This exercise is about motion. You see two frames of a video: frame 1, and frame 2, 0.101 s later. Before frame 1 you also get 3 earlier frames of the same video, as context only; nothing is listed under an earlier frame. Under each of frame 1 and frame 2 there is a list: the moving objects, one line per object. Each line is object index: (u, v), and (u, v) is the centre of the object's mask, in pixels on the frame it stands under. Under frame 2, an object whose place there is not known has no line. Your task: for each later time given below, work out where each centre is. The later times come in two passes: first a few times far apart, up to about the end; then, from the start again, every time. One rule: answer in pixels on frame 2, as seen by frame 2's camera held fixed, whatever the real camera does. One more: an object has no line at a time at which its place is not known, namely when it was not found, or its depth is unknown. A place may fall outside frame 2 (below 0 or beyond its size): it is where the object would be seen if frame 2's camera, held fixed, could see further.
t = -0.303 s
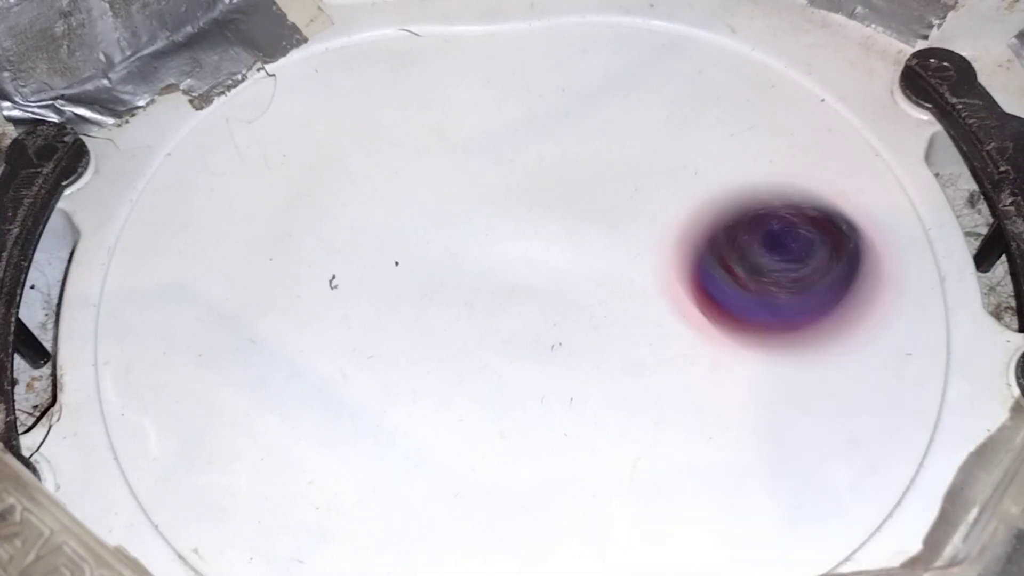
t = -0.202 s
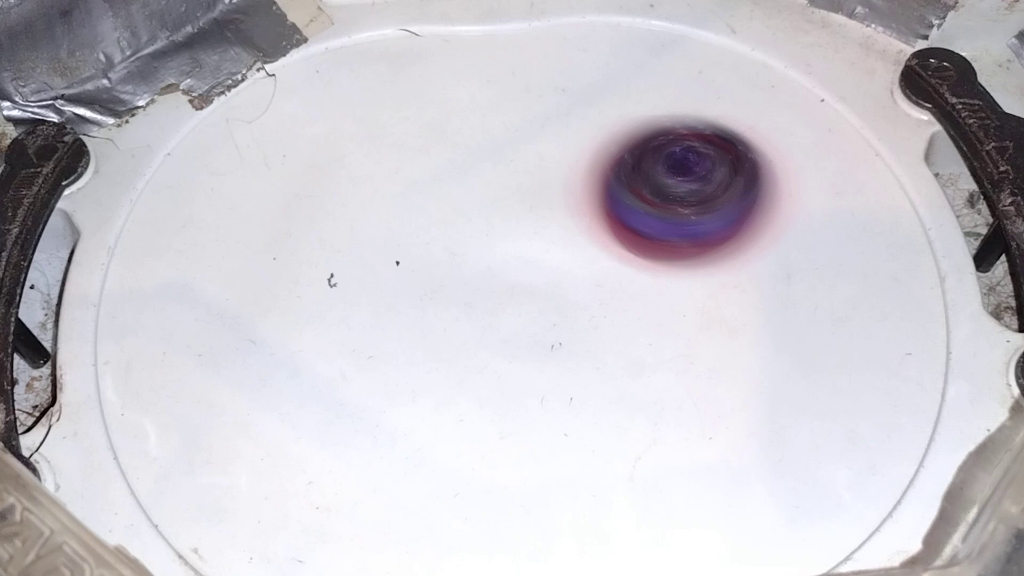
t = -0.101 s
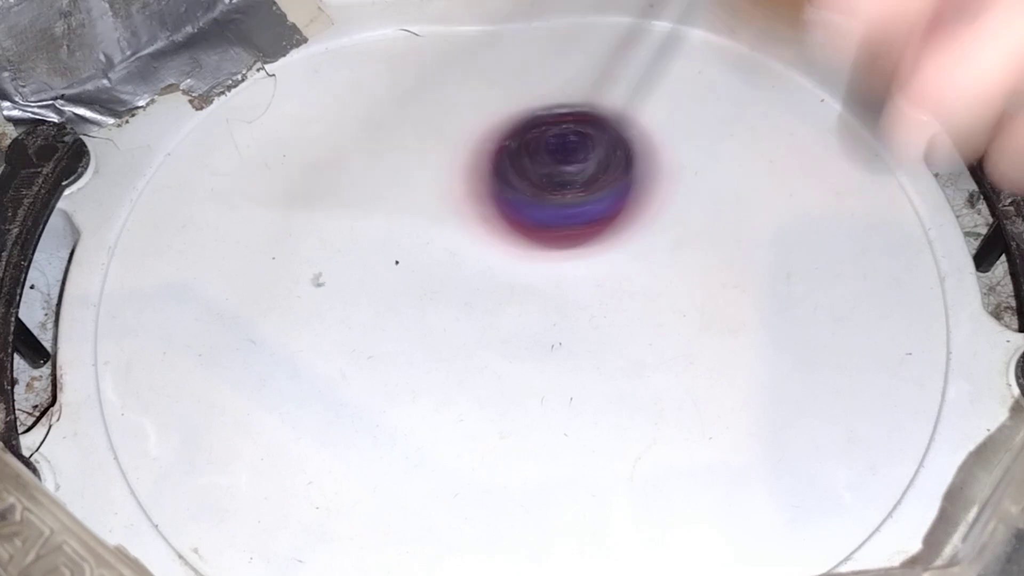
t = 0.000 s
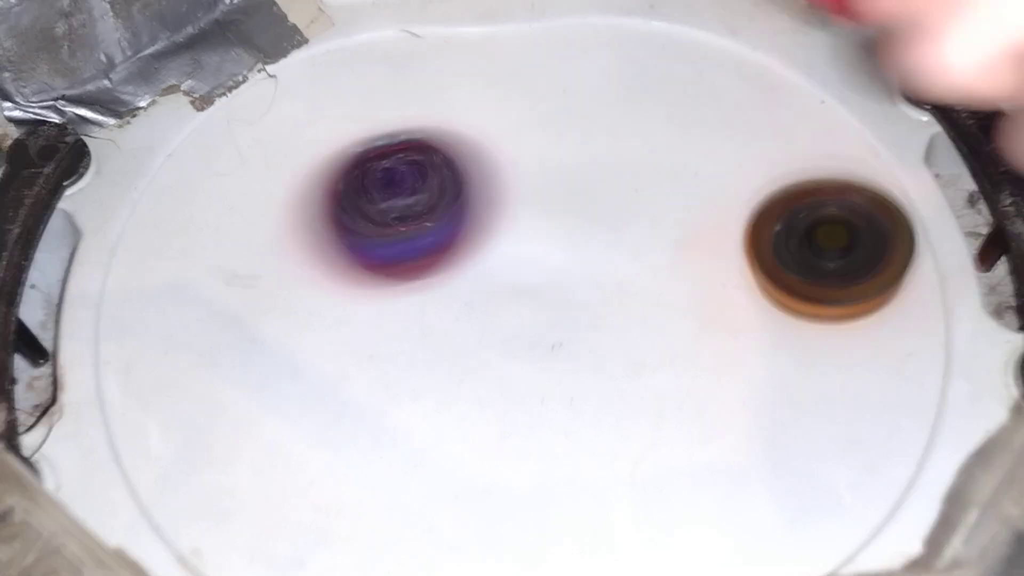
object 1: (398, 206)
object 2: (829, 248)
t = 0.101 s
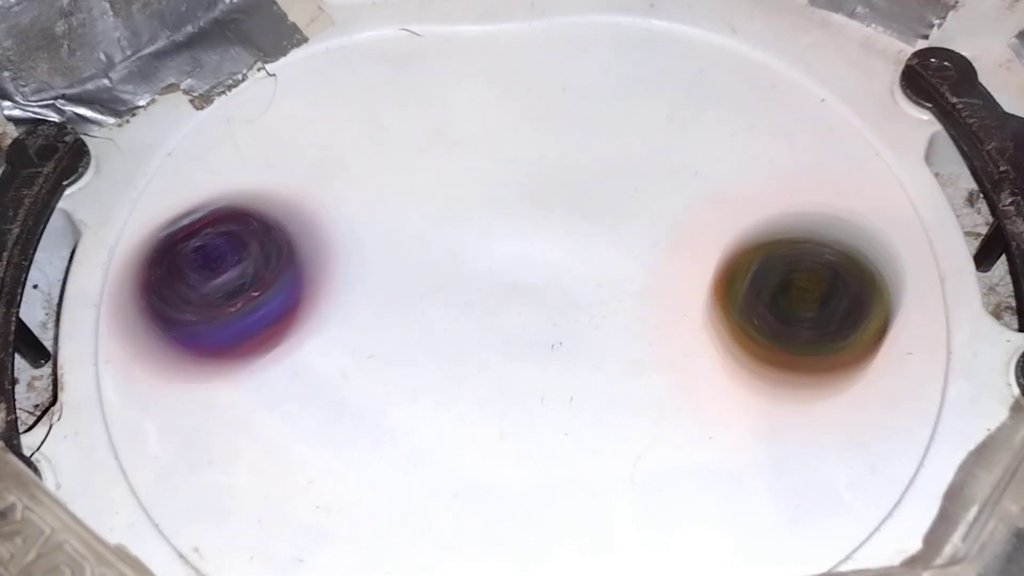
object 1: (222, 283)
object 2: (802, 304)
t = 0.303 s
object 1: (286, 480)
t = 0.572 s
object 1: (513, 323)
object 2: (768, 384)
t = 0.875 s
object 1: (312, 98)
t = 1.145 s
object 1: (122, 271)
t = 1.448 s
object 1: (343, 412)
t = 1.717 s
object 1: (551, 323)
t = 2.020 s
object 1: (608, 109)
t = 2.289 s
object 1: (549, 138)
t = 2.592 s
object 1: (550, 155)
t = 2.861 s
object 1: (607, 143)
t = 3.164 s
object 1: (592, 147)
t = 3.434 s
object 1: (611, 166)
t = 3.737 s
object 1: (598, 177)
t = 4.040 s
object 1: (587, 247)
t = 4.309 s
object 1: (572, 264)
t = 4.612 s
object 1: (568, 268)
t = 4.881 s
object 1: (549, 277)
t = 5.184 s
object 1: (542, 271)
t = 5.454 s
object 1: (557, 249)
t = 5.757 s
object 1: (554, 255)
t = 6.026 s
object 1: (563, 280)
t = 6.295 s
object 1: (557, 283)
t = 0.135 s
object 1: (175, 318)
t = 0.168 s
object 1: (129, 363)
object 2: (766, 372)
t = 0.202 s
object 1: (111, 410)
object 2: (751, 403)
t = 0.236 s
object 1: (176, 435)
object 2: (737, 436)
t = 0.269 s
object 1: (232, 458)
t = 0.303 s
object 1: (286, 480)
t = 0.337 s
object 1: (340, 496)
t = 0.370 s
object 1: (395, 508)
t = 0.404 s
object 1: (452, 508)
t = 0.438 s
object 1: (477, 485)
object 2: (787, 542)
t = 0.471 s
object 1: (494, 444)
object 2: (816, 534)
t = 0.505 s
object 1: (504, 399)
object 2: (812, 502)
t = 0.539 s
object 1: (511, 363)
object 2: (791, 436)
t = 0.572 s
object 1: (513, 323)
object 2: (768, 384)
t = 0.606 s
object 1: (508, 235)
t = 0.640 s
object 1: (495, 197)
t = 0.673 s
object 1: (479, 165)
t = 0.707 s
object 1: (460, 141)
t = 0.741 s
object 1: (438, 122)
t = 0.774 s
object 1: (413, 109)
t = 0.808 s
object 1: (384, 101)
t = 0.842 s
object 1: (352, 98)
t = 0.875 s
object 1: (312, 98)
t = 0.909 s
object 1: (264, 98)
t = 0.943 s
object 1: (211, 102)
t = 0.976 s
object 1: (171, 121)
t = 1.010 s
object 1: (158, 165)
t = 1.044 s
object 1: (135, 191)
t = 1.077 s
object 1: (121, 218)
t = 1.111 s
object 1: (121, 245)
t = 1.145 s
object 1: (122, 271)
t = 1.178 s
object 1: (120, 296)
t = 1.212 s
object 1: (133, 319)
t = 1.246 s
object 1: (149, 344)
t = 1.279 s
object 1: (178, 369)
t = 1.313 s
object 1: (212, 390)
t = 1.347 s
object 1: (251, 405)
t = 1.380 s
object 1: (283, 412)
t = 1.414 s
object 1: (312, 414)
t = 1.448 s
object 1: (343, 412)
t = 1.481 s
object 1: (371, 407)
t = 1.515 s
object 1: (400, 402)
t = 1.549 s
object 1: (425, 395)
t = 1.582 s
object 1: (451, 387)
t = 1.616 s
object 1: (474, 375)
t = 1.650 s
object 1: (500, 362)
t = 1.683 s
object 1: (526, 343)
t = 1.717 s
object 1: (551, 323)
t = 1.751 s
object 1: (579, 301)
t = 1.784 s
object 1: (605, 274)
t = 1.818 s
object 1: (622, 244)
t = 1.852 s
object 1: (628, 216)
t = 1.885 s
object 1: (629, 191)
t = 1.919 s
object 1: (627, 165)
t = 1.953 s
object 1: (624, 144)
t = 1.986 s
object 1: (618, 127)
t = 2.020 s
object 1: (608, 109)
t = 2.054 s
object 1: (596, 99)
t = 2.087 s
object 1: (584, 94)
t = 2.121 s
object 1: (574, 94)
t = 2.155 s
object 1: (566, 97)
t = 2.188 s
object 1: (560, 104)
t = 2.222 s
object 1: (555, 114)
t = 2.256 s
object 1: (552, 126)
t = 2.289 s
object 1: (549, 138)
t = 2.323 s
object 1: (548, 148)
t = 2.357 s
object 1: (549, 155)
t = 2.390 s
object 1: (548, 159)
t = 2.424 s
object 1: (548, 161)
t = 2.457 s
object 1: (547, 161)
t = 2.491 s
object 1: (543, 156)
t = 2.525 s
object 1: (542, 154)
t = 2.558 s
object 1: (545, 154)
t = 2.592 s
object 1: (550, 155)
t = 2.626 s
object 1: (557, 157)
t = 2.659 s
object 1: (563, 159)
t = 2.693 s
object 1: (571, 161)
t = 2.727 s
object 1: (579, 161)
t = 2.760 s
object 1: (587, 158)
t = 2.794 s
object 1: (595, 155)
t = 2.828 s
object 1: (601, 149)
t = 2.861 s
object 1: (607, 143)
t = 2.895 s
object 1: (610, 137)
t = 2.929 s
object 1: (611, 133)
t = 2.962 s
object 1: (609, 130)
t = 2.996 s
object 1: (605, 131)
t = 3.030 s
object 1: (601, 133)
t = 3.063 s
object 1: (598, 136)
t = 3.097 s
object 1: (595, 141)
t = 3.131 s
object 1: (593, 144)
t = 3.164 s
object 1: (592, 147)
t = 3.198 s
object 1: (589, 149)
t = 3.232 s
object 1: (586, 152)
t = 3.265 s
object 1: (583, 154)
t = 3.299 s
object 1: (586, 153)
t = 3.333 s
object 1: (591, 156)
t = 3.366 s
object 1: (597, 160)
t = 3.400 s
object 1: (604, 165)
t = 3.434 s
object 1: (611, 166)
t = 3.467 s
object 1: (614, 166)
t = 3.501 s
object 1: (616, 165)
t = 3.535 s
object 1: (615, 166)
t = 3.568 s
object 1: (613, 166)
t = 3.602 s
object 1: (610, 167)
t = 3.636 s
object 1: (603, 169)
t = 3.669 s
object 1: (600, 172)
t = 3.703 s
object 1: (598, 175)
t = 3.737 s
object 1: (598, 177)
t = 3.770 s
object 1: (598, 182)
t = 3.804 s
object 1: (598, 185)
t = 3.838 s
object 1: (598, 190)
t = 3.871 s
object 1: (602, 197)
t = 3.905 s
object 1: (605, 203)
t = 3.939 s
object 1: (604, 211)
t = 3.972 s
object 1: (600, 220)
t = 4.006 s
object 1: (594, 232)
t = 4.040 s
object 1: (587, 247)
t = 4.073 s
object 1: (580, 259)
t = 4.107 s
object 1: (573, 268)
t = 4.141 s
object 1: (571, 274)
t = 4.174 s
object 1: (571, 276)
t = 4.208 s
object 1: (572, 275)
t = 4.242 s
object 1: (572, 272)
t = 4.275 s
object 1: (573, 268)
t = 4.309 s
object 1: (572, 264)
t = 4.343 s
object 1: (571, 263)
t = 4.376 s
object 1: (570, 263)
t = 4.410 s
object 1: (569, 263)
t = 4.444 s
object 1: (570, 263)
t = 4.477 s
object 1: (570, 263)
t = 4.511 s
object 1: (569, 262)
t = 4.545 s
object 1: (569, 262)
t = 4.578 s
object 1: (568, 265)
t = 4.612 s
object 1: (568, 268)
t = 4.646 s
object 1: (567, 269)
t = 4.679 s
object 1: (566, 271)
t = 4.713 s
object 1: (564, 271)
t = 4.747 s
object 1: (560, 271)
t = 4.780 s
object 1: (556, 269)
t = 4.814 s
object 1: (554, 270)
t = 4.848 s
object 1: (552, 275)
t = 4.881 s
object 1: (549, 277)
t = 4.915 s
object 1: (546, 277)
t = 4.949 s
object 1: (543, 275)
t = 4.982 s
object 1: (541, 273)
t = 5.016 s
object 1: (539, 271)
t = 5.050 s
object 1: (539, 271)
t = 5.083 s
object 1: (541, 275)
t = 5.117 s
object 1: (541, 275)
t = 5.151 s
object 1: (541, 274)
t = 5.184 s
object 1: (542, 271)
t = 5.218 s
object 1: (543, 269)
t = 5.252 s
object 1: (546, 265)
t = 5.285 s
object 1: (549, 261)
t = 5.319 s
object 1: (556, 260)
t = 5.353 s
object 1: (558, 257)
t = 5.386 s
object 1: (559, 252)
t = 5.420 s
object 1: (555, 247)
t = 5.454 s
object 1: (557, 249)
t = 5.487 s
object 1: (561, 255)
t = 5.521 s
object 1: (561, 259)
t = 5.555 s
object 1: (560, 261)
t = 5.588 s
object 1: (559, 260)
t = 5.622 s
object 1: (557, 259)
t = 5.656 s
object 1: (555, 257)
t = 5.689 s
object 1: (555, 256)
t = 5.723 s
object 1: (554, 255)
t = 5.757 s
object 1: (554, 255)
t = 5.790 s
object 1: (554, 255)
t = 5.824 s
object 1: (557, 261)
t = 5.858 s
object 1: (557, 266)
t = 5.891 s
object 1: (555, 266)
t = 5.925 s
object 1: (554, 267)
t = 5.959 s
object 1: (559, 273)
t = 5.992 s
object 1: (564, 277)
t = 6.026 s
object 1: (563, 280)
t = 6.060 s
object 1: (562, 283)
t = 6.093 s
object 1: (562, 283)
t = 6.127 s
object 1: (561, 284)
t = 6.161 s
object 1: (560, 284)
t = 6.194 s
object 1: (559, 283)
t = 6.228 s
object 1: (557, 283)
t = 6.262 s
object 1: (556, 282)
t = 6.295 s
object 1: (557, 283)
